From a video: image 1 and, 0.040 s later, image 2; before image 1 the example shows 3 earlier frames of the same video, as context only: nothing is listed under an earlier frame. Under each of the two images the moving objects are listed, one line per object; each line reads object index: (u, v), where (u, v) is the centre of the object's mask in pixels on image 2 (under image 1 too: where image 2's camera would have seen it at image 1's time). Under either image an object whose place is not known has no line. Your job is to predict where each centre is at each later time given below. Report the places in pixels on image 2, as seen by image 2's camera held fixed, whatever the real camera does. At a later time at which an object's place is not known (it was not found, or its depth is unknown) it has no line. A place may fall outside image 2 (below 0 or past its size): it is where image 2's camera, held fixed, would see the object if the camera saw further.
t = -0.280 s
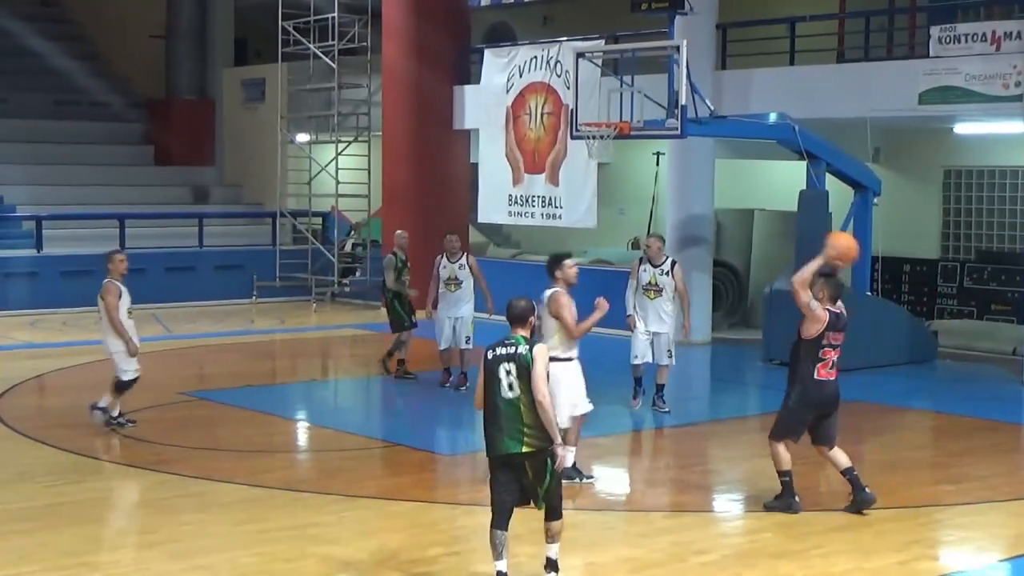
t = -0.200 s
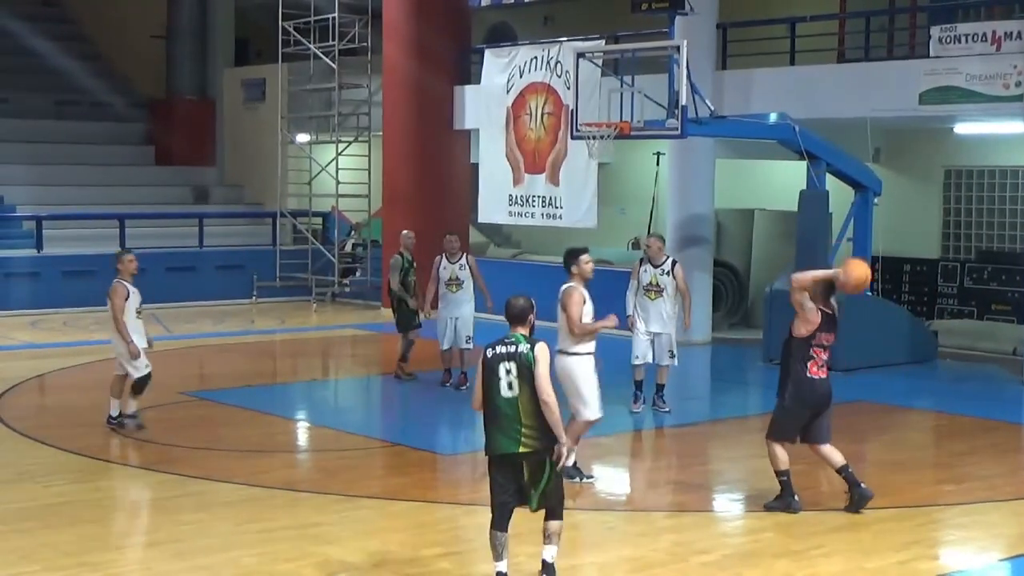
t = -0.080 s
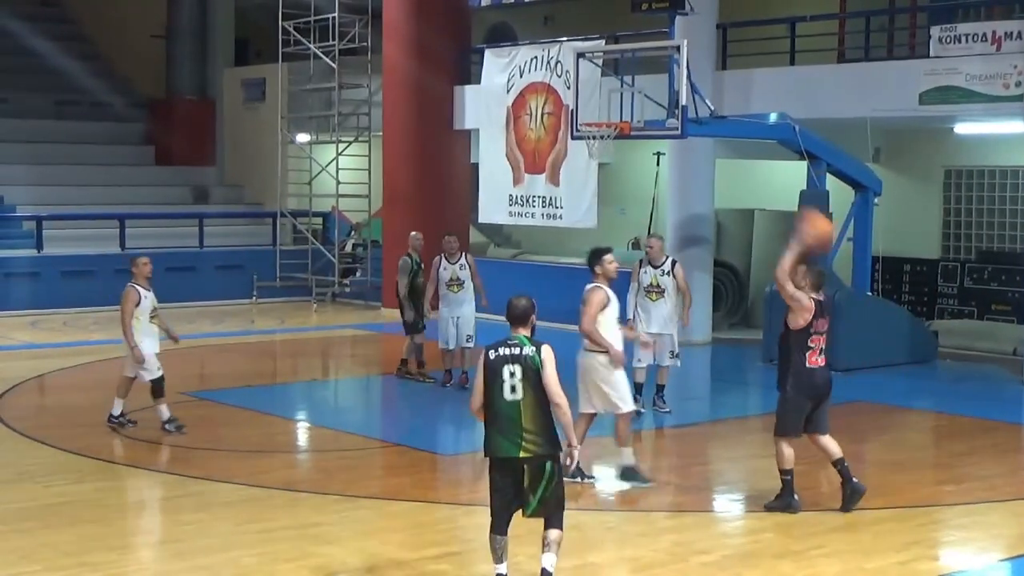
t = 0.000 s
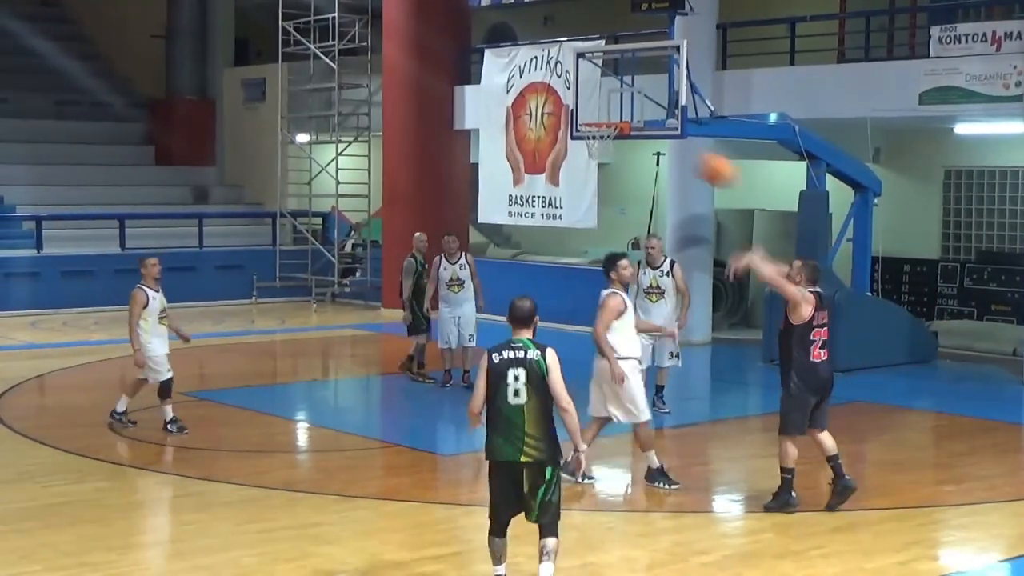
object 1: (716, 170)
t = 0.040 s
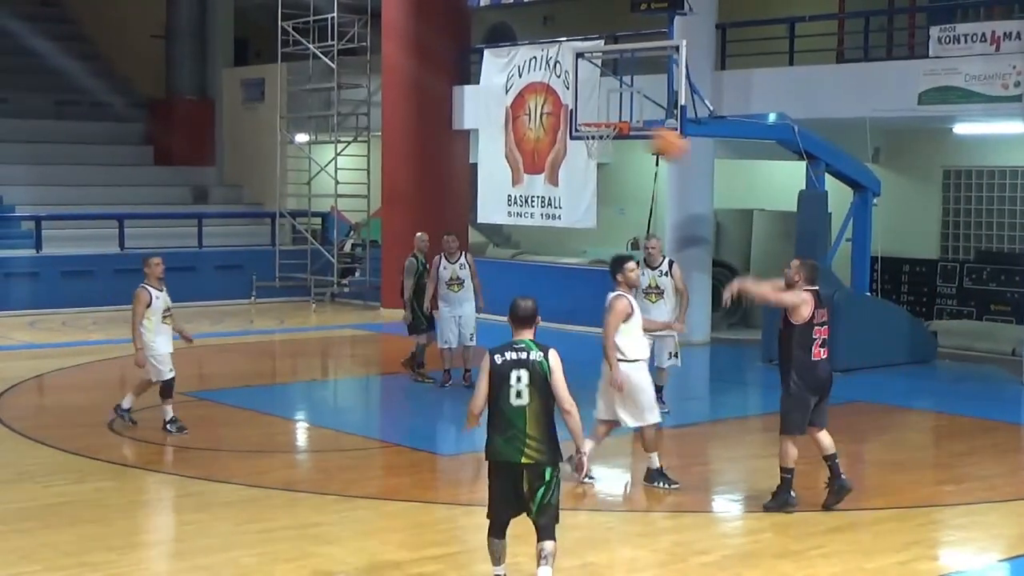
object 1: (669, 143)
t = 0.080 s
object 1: (621, 121)
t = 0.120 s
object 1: (575, 102)
